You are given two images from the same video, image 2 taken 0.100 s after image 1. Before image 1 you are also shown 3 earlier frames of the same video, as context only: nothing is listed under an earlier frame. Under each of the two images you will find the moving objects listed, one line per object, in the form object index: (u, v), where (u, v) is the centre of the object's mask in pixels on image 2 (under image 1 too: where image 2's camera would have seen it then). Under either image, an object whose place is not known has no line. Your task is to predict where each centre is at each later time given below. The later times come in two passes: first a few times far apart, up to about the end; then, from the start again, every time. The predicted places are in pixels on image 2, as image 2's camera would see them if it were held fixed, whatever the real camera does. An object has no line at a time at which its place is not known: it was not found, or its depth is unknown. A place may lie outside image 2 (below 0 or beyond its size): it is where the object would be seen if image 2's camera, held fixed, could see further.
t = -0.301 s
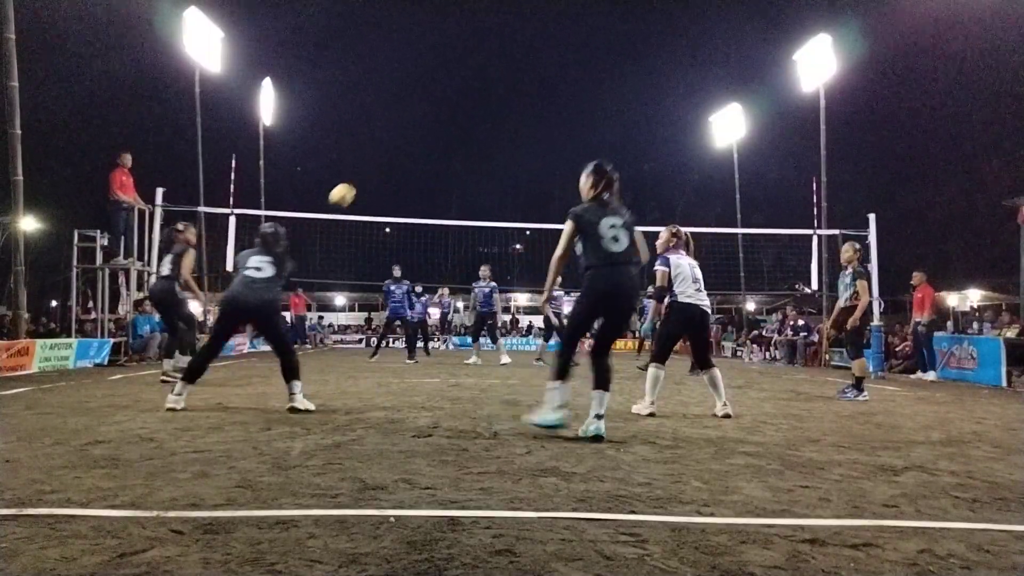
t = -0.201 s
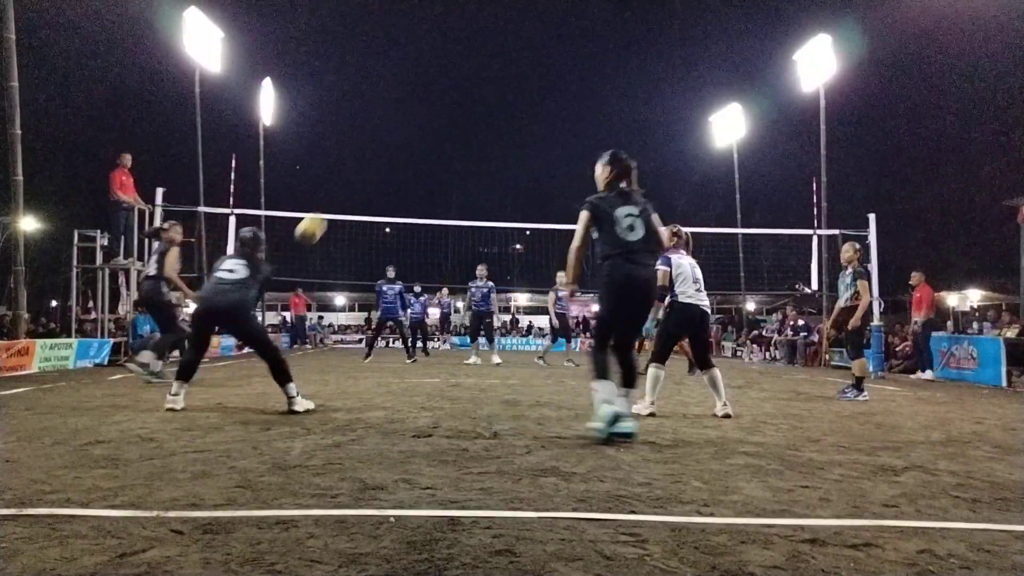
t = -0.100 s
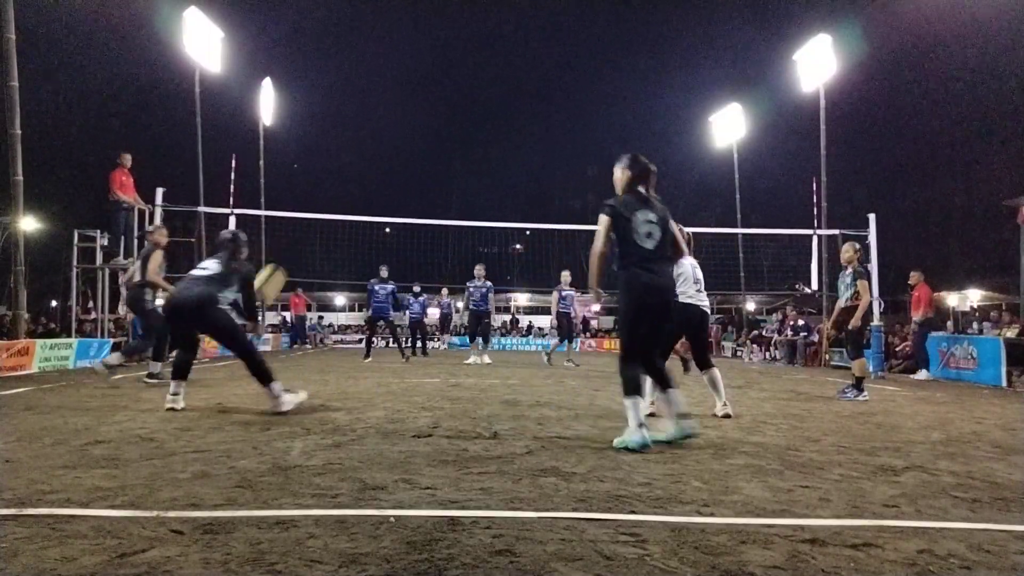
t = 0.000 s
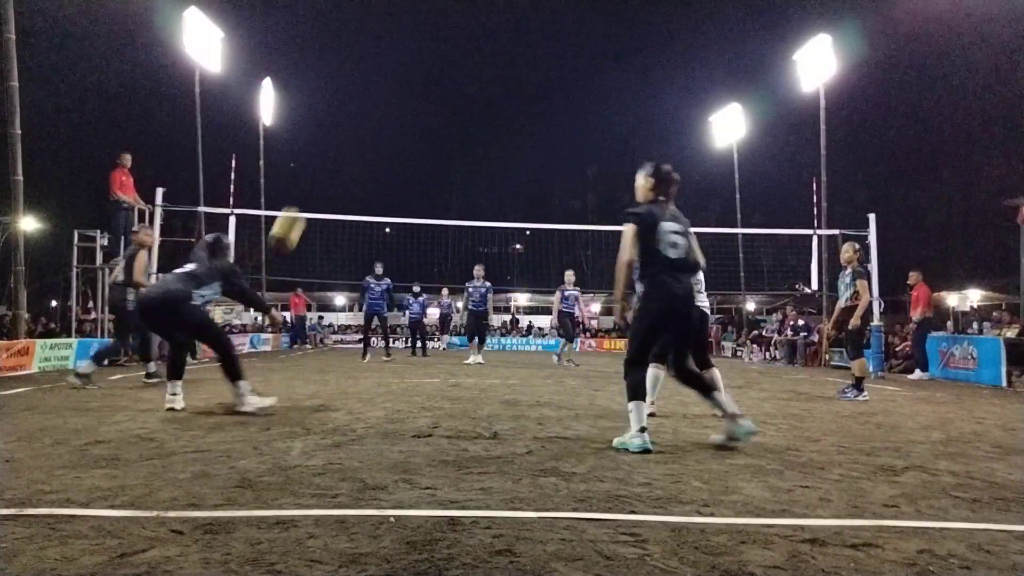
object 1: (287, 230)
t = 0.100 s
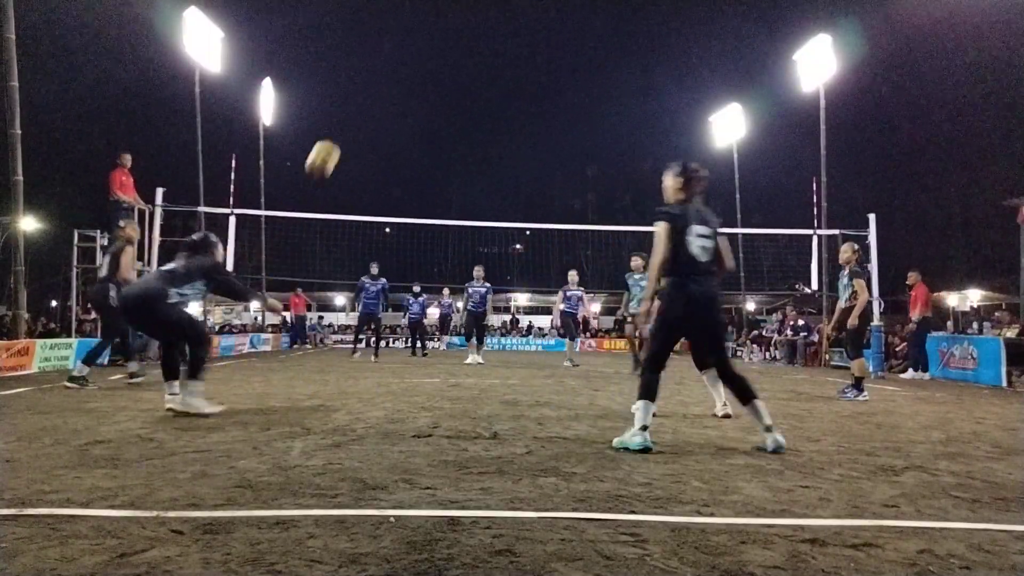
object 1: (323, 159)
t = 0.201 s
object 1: (354, 106)
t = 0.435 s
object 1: (414, 38)
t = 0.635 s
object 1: (454, 27)
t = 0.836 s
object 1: (488, 51)
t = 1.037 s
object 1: (517, 104)
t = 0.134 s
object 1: (334, 140)
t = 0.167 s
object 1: (344, 122)
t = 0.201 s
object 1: (354, 106)
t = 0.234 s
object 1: (364, 92)
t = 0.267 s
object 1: (373, 80)
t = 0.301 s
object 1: (382, 69)
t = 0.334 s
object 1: (390, 59)
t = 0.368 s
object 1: (398, 51)
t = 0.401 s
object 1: (406, 44)
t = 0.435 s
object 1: (414, 38)
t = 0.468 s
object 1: (421, 34)
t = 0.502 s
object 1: (428, 31)
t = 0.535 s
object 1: (435, 28)
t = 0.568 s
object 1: (442, 27)
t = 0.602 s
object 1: (448, 27)
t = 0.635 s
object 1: (454, 27)
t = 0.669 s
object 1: (461, 29)
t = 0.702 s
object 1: (467, 32)
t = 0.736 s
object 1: (472, 36)
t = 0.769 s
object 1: (478, 40)
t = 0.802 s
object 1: (483, 45)
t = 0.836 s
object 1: (488, 51)
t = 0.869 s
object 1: (494, 58)
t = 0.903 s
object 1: (499, 66)
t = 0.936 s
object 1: (504, 74)
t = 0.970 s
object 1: (508, 83)
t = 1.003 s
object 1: (513, 94)
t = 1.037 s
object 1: (517, 104)
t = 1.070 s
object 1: (522, 115)
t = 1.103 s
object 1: (526, 126)
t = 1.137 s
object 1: (530, 139)
